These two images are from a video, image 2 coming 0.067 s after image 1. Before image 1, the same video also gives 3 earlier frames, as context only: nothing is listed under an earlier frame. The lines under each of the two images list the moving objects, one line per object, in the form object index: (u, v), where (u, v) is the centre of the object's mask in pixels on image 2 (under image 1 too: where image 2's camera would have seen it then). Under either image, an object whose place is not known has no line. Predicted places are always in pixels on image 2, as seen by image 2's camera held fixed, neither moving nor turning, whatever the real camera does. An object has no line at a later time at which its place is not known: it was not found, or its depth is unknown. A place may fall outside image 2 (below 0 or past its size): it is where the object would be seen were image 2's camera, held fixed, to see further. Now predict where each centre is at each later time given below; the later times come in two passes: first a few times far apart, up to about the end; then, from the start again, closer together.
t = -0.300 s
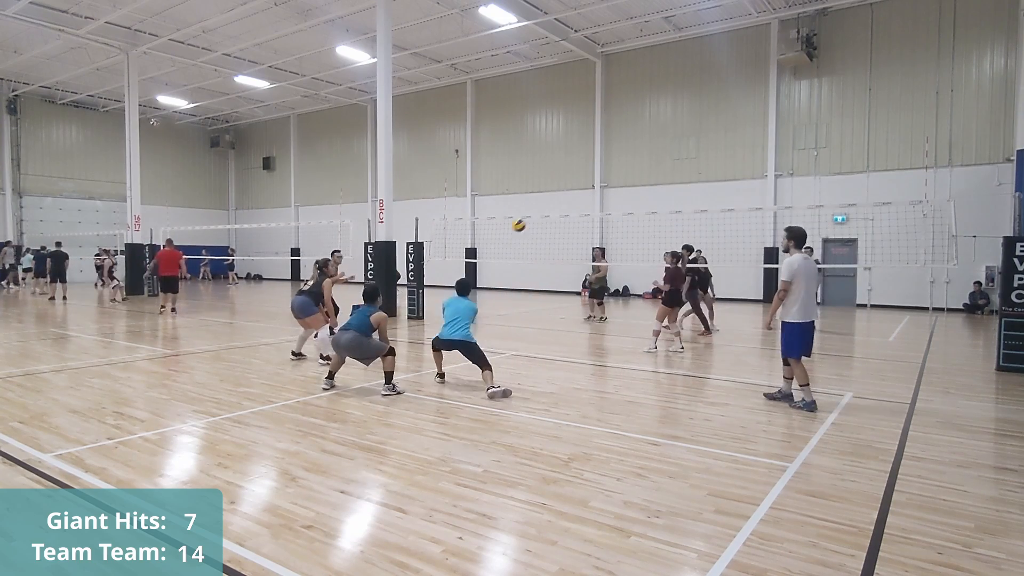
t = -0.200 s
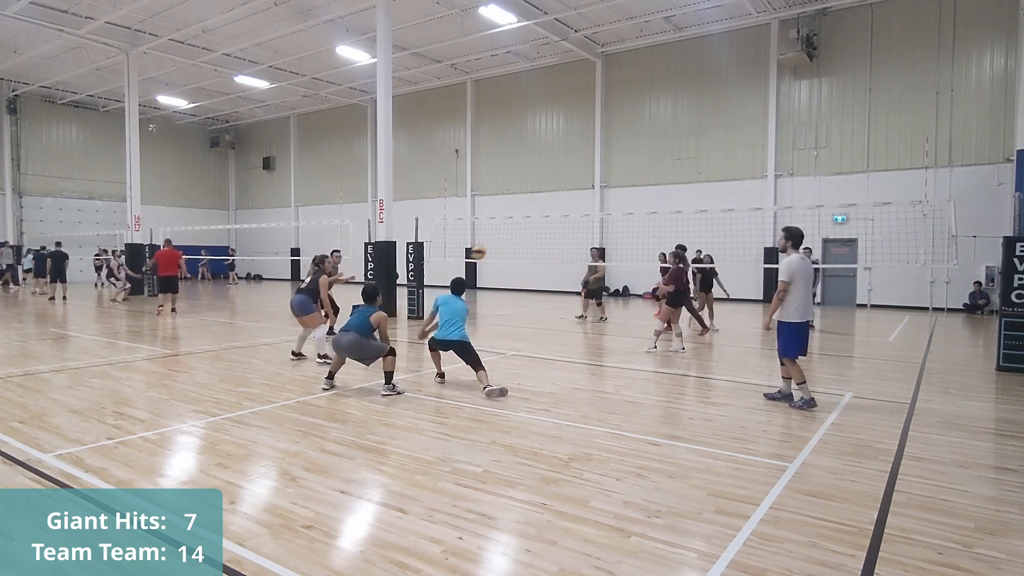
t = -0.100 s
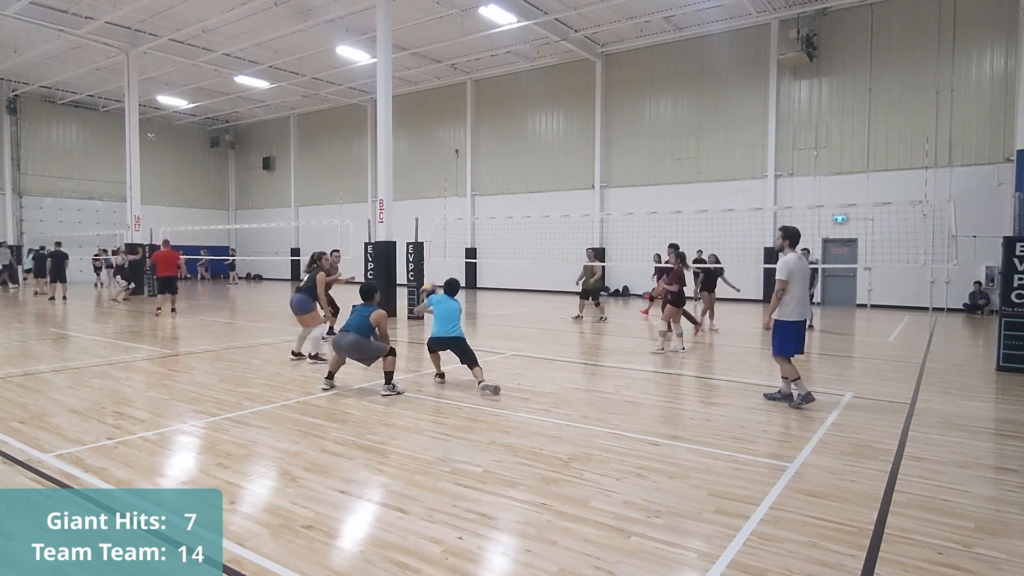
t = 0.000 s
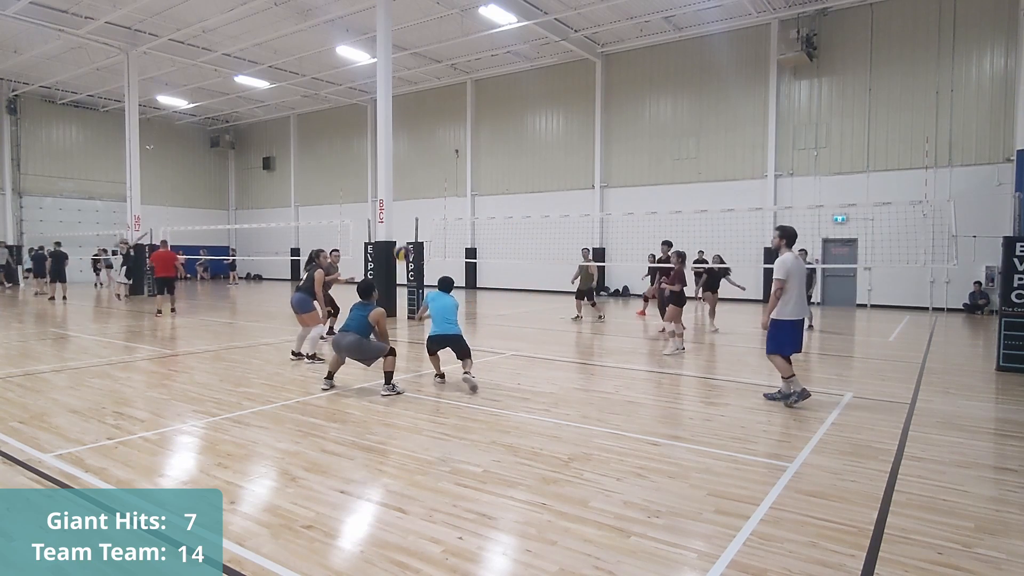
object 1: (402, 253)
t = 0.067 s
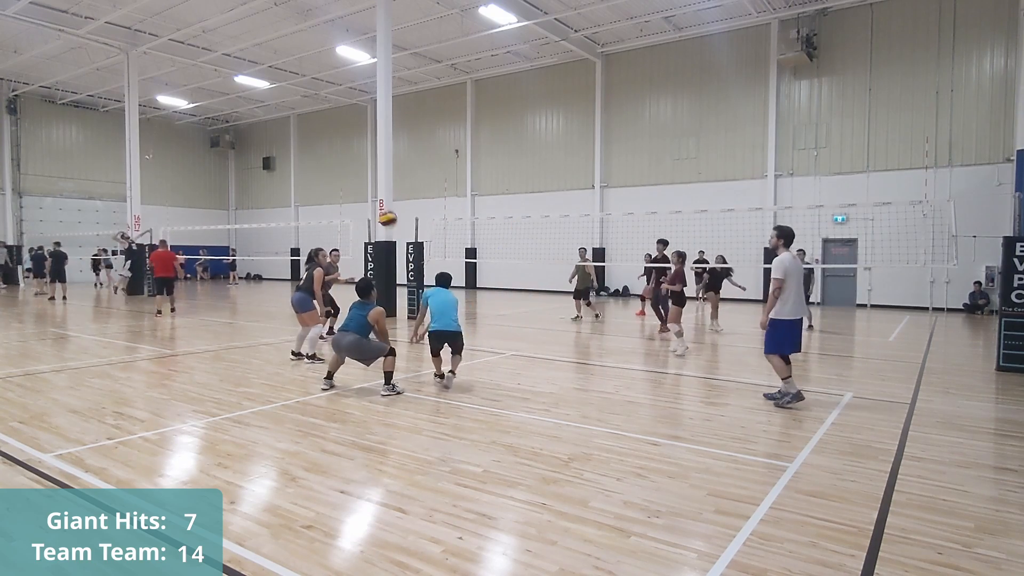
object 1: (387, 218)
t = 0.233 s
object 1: (347, 146)
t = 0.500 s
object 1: (274, 72)
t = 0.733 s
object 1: (202, 57)
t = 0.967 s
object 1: (121, 103)
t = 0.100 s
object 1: (381, 203)
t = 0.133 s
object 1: (372, 188)
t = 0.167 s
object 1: (364, 172)
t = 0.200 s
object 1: (355, 158)
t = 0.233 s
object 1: (347, 146)
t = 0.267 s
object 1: (338, 134)
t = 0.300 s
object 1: (330, 123)
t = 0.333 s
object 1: (321, 112)
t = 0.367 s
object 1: (312, 102)
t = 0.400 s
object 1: (303, 93)
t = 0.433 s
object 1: (294, 85)
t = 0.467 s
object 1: (284, 78)
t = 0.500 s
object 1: (274, 72)
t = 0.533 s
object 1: (265, 67)
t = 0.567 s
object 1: (255, 62)
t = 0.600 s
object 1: (245, 59)
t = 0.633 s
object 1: (234, 57)
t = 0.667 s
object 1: (223, 56)
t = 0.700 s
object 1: (213, 56)
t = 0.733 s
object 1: (202, 57)
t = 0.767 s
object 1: (191, 60)
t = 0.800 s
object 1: (180, 63)
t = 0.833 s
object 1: (168, 69)
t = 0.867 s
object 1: (157, 75)
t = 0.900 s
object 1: (144, 83)
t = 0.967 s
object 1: (121, 103)
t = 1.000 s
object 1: (109, 115)
